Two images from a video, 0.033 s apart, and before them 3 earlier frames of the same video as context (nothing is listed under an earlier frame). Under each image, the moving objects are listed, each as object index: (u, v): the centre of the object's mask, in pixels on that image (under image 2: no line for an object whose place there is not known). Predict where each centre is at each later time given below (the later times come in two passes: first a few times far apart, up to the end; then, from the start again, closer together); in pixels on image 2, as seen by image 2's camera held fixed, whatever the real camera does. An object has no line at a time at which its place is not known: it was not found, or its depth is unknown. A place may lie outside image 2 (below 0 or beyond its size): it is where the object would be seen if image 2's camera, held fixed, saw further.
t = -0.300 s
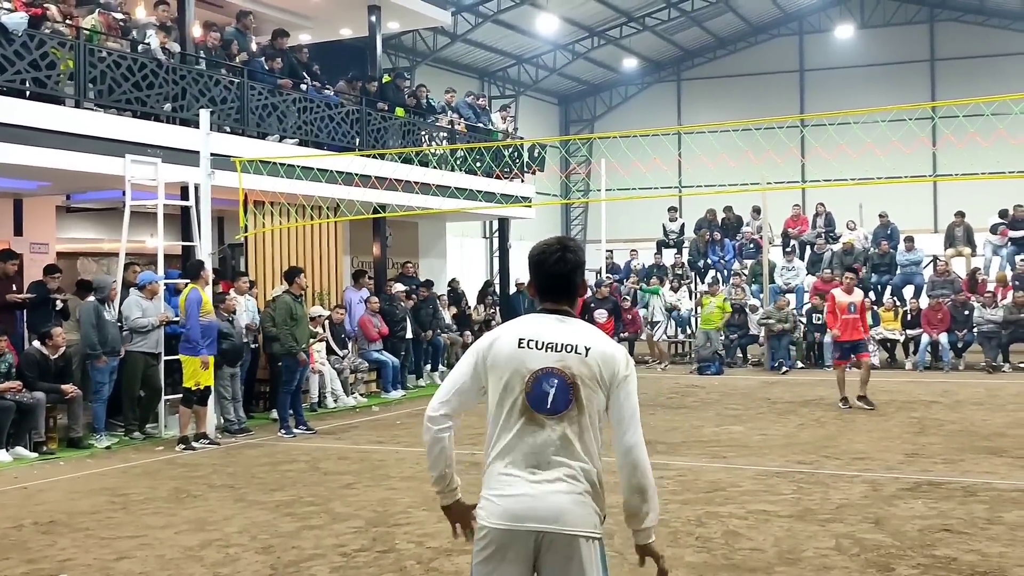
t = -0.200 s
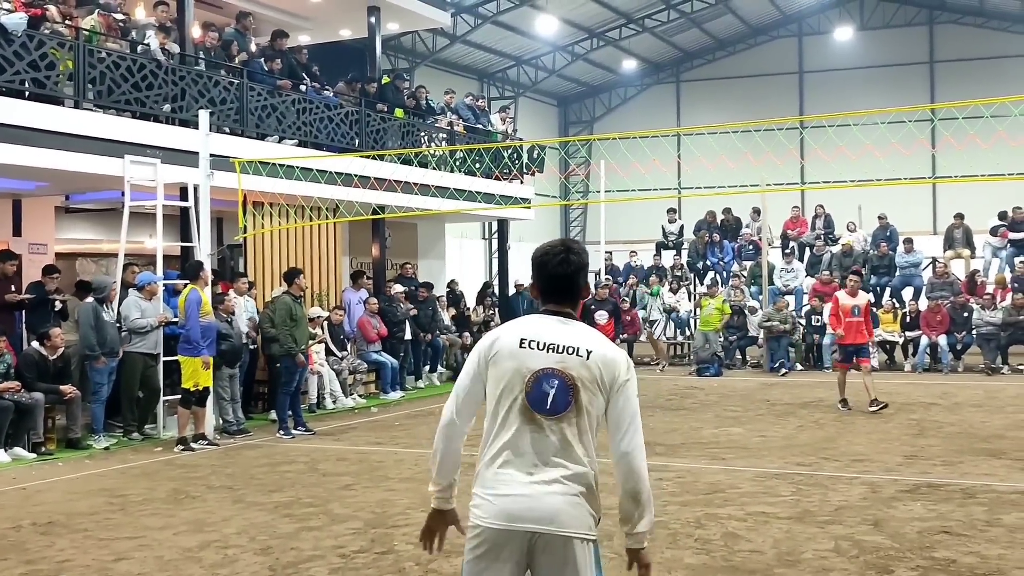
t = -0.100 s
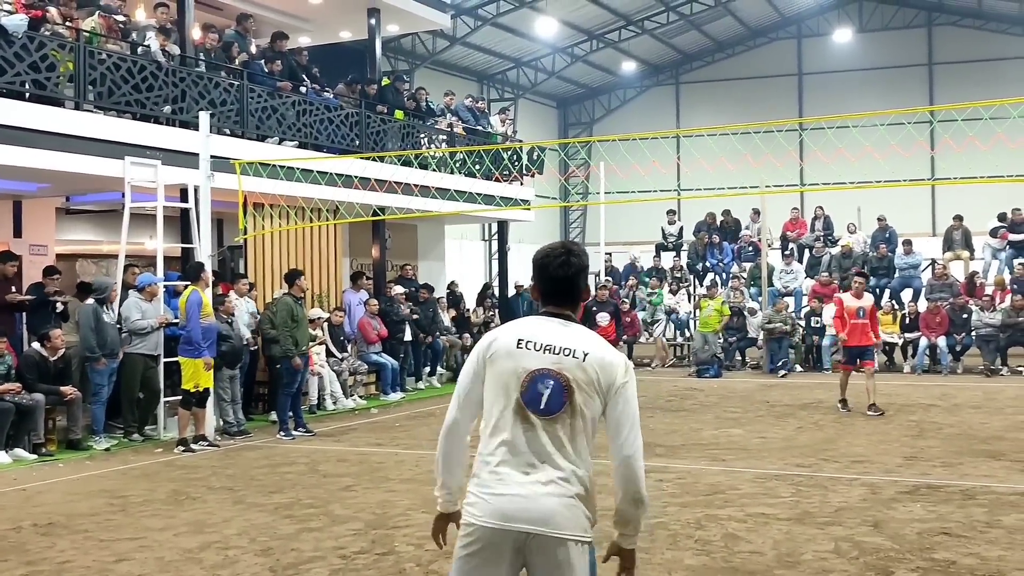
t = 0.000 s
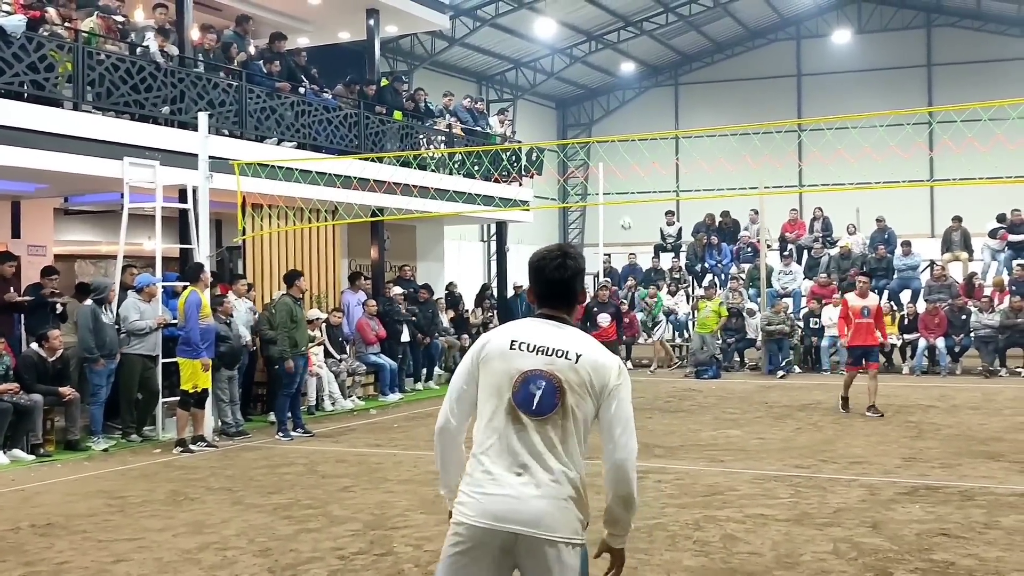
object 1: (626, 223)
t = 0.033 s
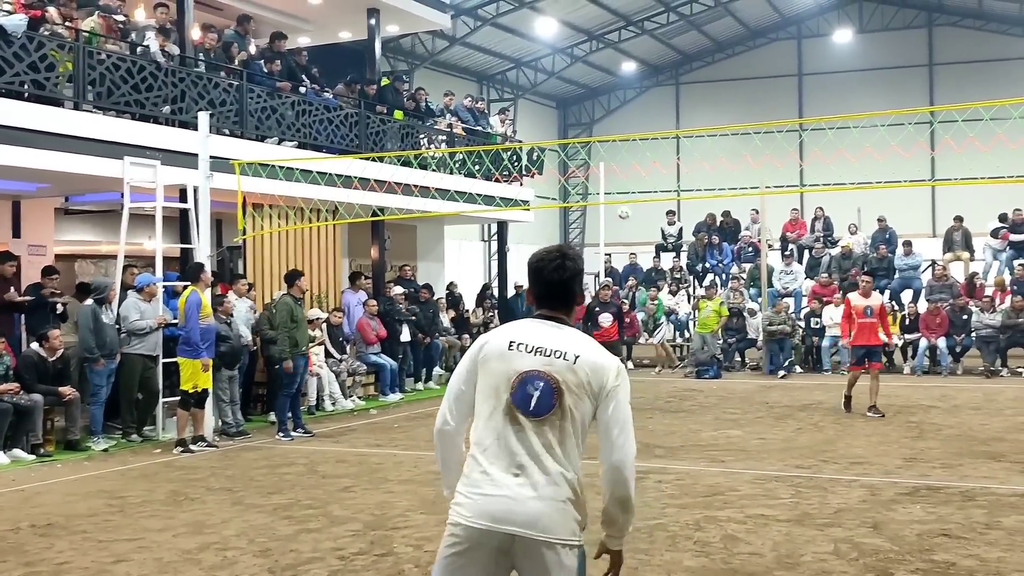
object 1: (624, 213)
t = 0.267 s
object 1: (597, 144)
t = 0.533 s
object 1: (550, 88)
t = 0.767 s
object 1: (486, 72)
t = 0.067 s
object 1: (620, 202)
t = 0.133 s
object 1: (614, 180)
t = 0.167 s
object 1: (610, 171)
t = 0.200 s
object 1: (605, 161)
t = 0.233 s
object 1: (601, 152)
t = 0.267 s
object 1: (597, 144)
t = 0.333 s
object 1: (588, 127)
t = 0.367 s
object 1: (582, 120)
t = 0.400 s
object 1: (576, 112)
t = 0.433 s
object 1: (570, 105)
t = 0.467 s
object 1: (563, 100)
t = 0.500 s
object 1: (558, 93)
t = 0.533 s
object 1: (550, 88)
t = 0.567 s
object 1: (543, 84)
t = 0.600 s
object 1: (535, 80)
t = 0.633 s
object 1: (526, 77)
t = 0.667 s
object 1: (517, 74)
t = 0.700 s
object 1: (508, 72)
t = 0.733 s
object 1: (497, 72)
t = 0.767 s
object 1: (486, 72)
